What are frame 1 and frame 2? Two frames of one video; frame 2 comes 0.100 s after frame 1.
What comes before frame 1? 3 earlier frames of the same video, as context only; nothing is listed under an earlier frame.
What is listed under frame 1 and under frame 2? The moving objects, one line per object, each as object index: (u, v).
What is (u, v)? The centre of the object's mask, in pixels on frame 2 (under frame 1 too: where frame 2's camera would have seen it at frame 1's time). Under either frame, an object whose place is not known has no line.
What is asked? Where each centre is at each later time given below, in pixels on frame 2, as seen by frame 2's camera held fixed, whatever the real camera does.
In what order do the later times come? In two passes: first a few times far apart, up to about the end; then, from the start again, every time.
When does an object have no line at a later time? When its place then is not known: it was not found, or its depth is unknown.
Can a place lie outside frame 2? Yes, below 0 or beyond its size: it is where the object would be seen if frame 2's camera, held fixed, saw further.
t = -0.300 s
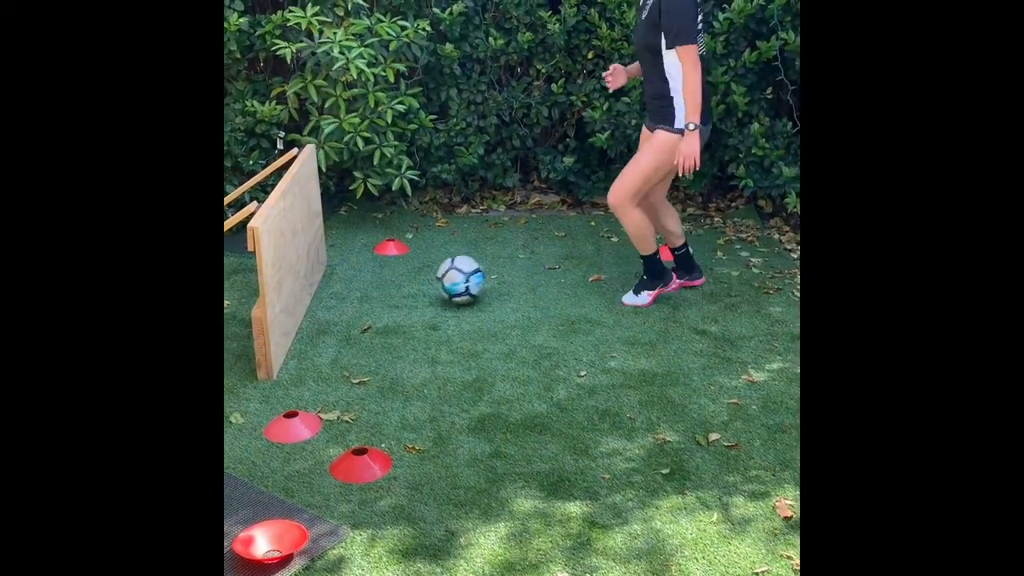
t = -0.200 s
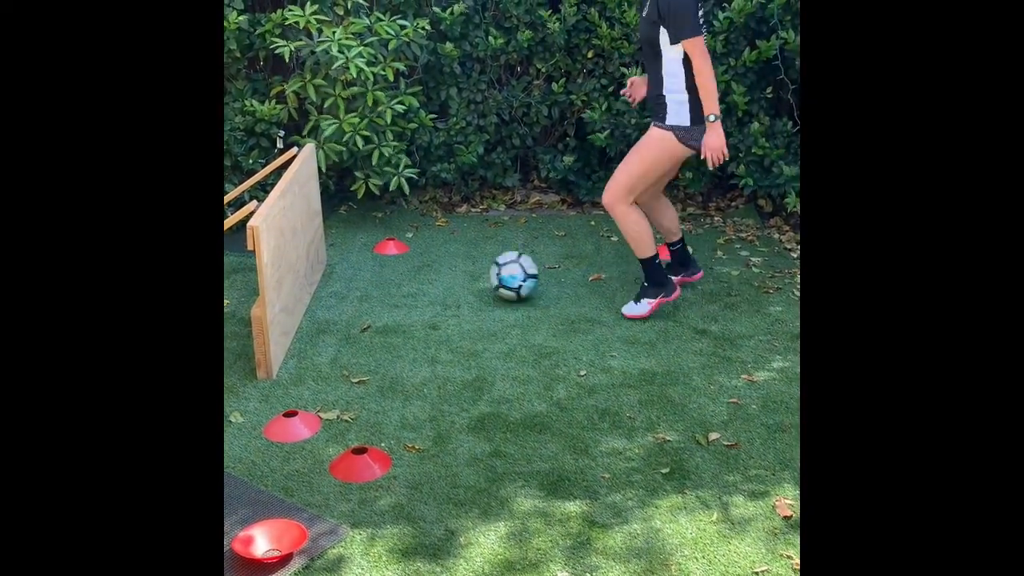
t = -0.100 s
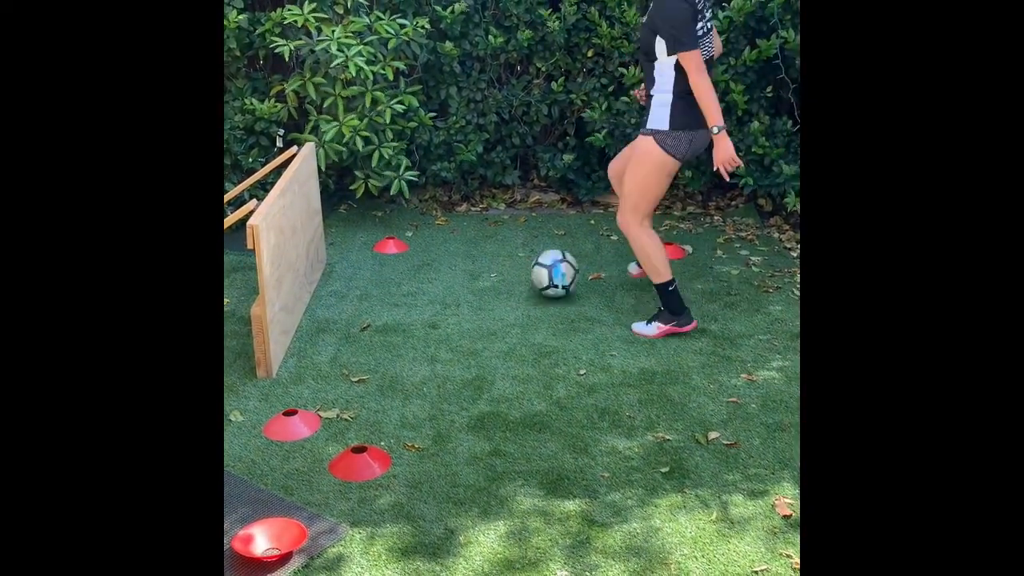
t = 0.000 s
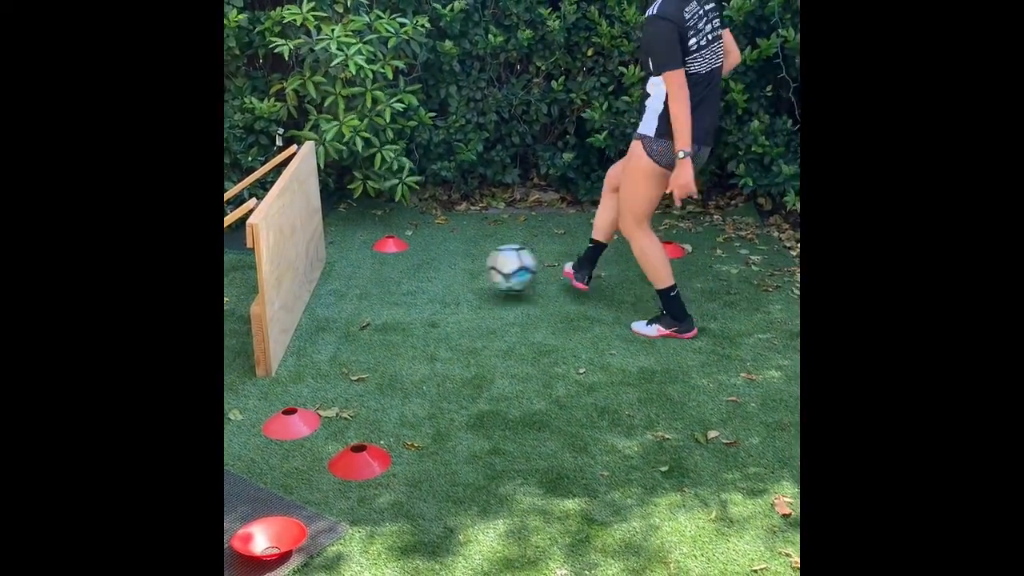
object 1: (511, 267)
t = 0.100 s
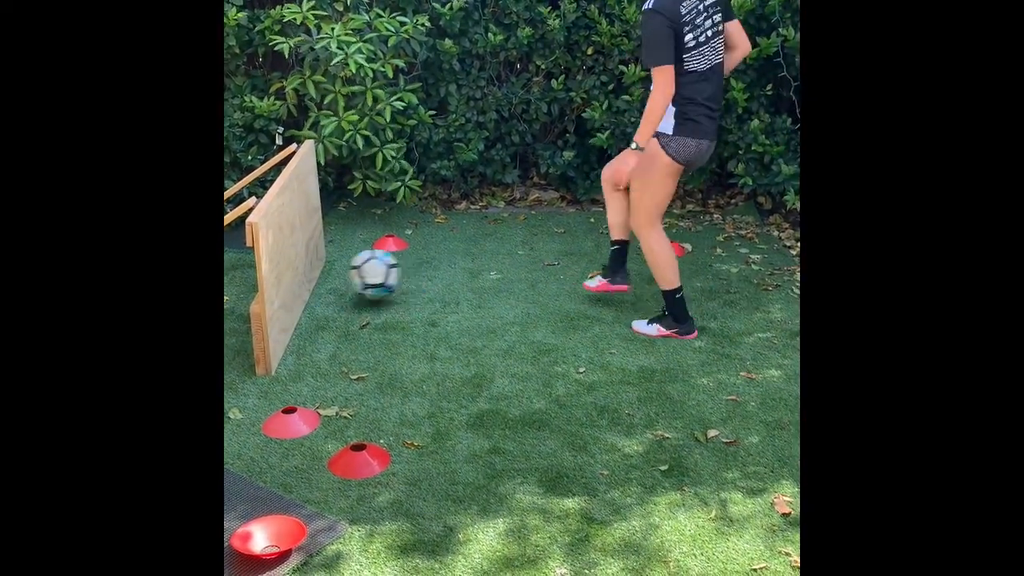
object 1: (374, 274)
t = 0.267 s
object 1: (430, 284)
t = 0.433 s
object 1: (552, 290)
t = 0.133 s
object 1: (326, 282)
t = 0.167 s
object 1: (346, 287)
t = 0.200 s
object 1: (375, 286)
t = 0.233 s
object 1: (402, 284)
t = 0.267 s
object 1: (430, 284)
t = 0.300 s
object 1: (457, 287)
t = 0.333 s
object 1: (484, 291)
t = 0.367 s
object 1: (508, 290)
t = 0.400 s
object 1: (530, 289)
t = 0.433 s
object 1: (552, 290)
